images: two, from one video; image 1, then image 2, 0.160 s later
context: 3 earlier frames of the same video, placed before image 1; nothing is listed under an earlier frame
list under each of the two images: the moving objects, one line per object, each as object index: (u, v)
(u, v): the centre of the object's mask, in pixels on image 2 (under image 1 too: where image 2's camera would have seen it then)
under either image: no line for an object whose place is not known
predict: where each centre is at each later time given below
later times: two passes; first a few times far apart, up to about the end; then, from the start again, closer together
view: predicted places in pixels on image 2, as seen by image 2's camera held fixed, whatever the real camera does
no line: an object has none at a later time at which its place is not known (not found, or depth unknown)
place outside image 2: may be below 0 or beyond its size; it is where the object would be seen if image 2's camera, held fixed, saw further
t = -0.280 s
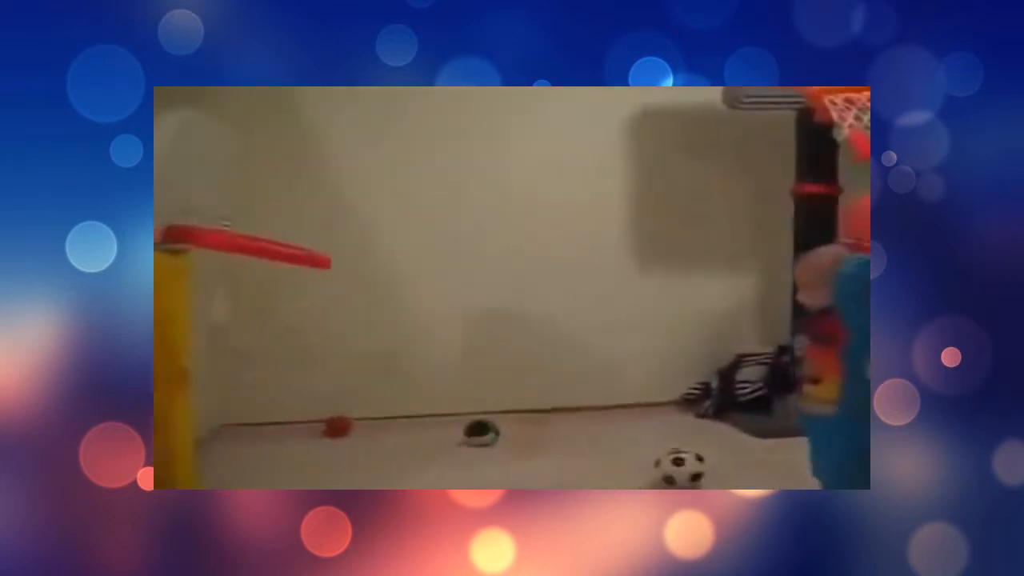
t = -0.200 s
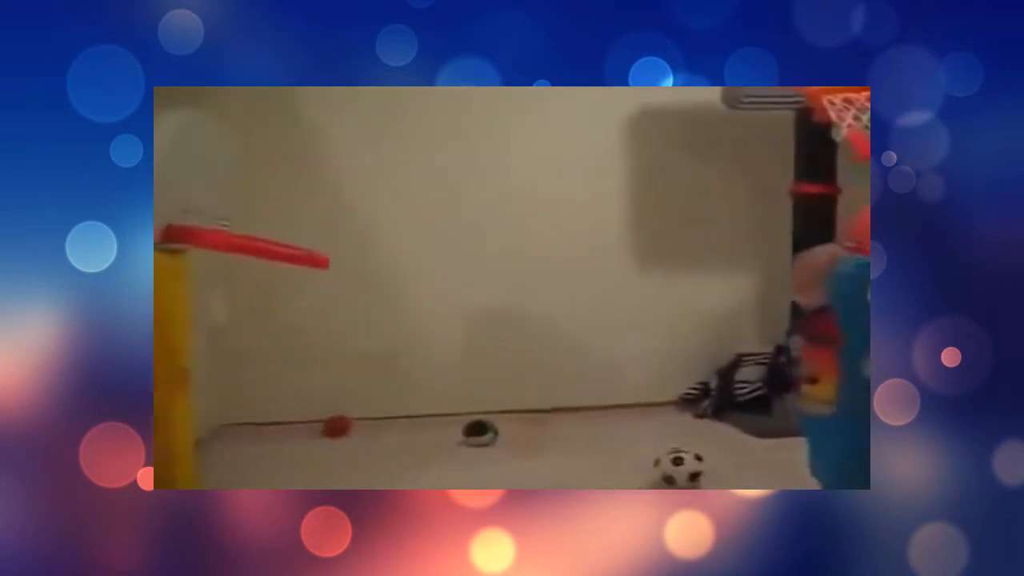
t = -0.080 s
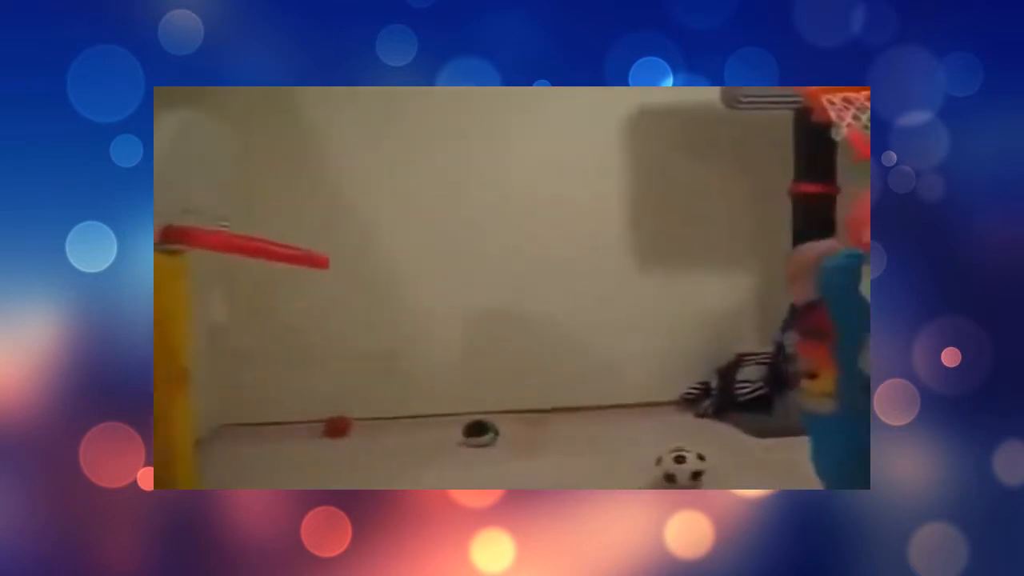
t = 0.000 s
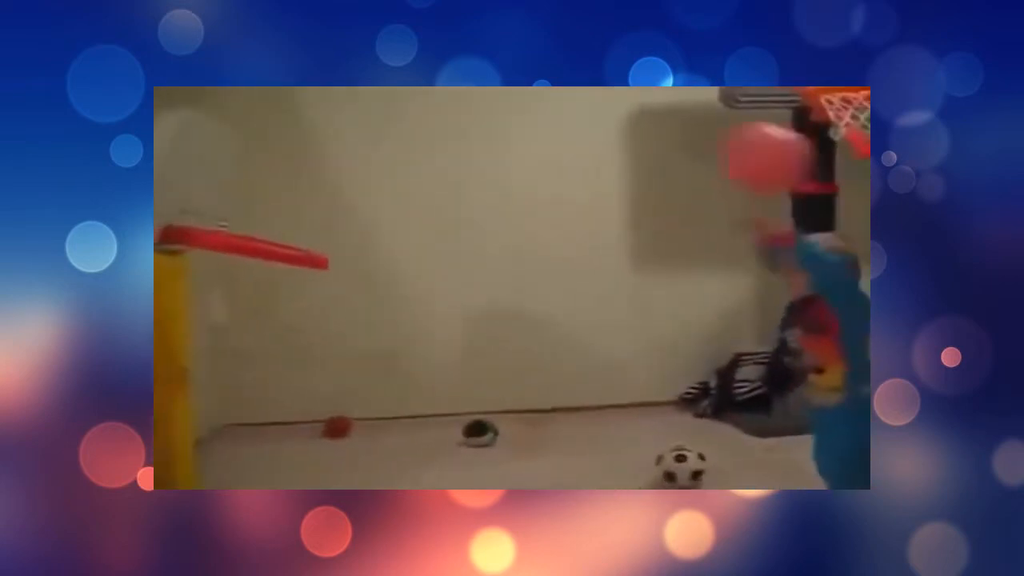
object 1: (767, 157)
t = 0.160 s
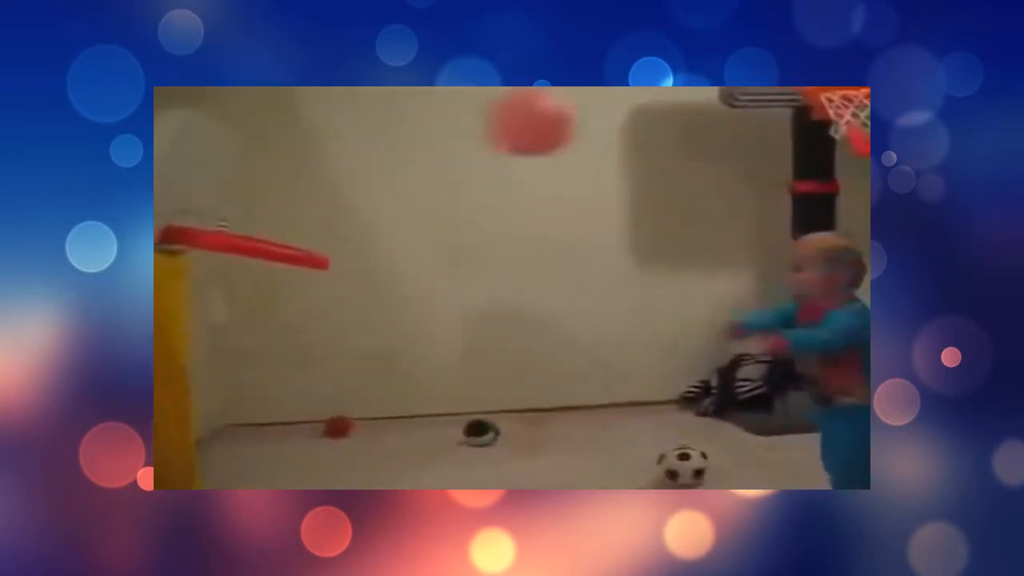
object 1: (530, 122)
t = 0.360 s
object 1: (268, 206)
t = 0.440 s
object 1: (265, 241)
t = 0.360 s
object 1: (268, 206)
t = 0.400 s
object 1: (242, 220)
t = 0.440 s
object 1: (265, 241)
